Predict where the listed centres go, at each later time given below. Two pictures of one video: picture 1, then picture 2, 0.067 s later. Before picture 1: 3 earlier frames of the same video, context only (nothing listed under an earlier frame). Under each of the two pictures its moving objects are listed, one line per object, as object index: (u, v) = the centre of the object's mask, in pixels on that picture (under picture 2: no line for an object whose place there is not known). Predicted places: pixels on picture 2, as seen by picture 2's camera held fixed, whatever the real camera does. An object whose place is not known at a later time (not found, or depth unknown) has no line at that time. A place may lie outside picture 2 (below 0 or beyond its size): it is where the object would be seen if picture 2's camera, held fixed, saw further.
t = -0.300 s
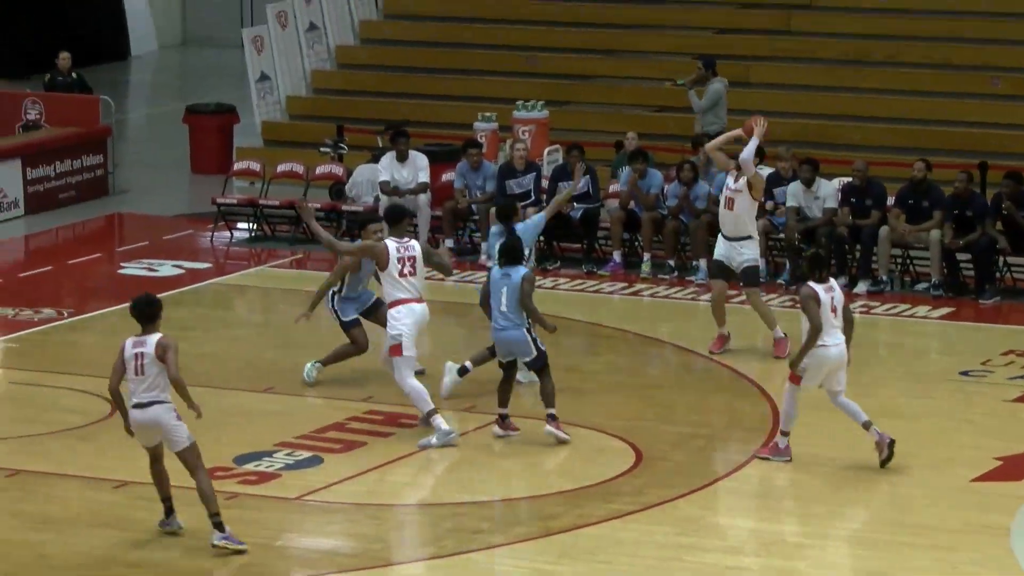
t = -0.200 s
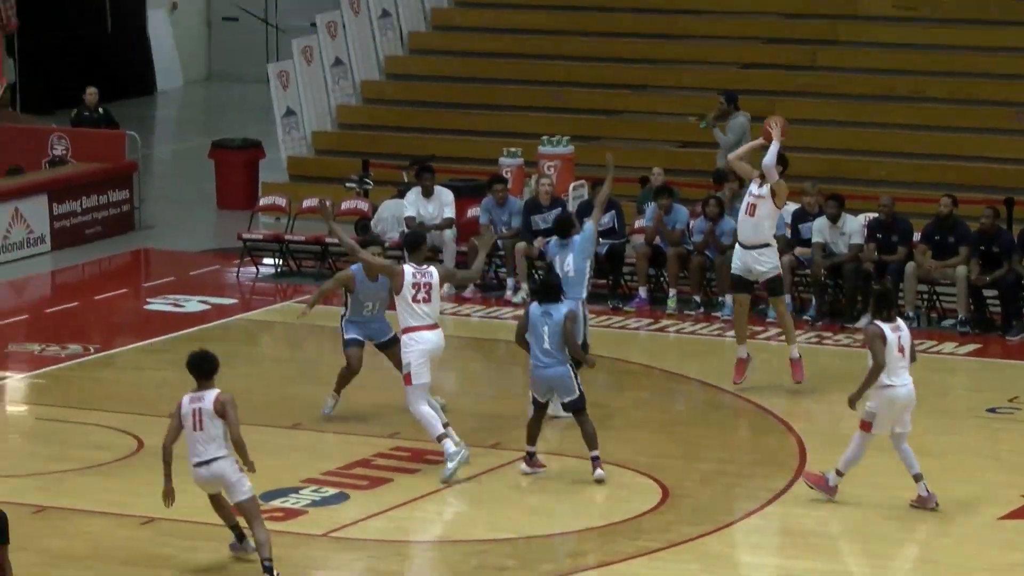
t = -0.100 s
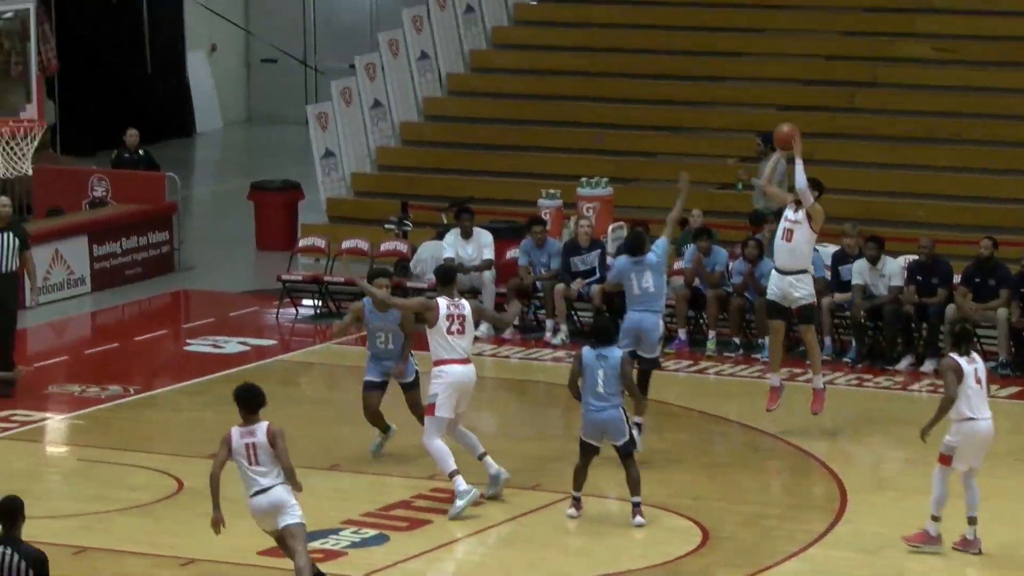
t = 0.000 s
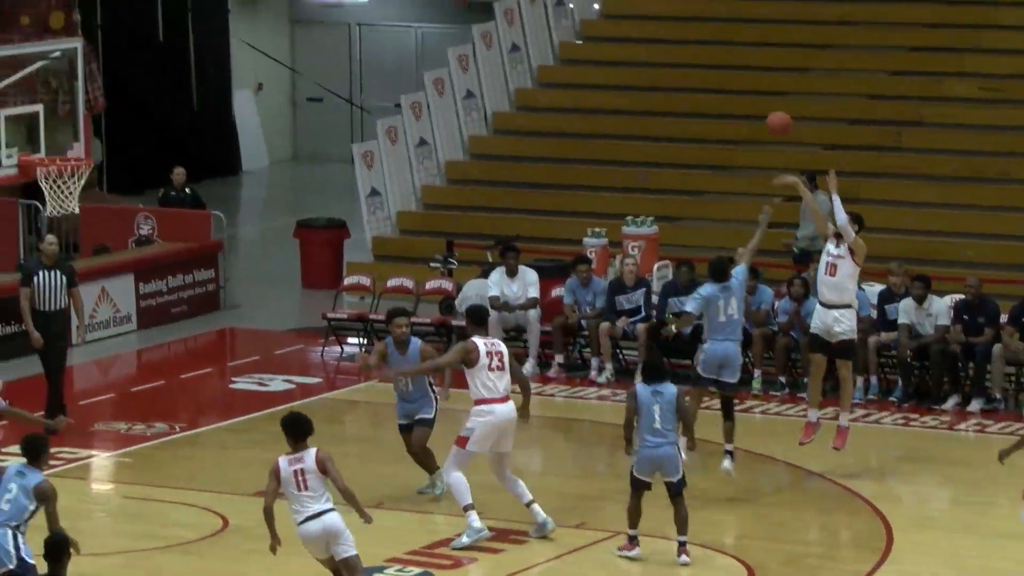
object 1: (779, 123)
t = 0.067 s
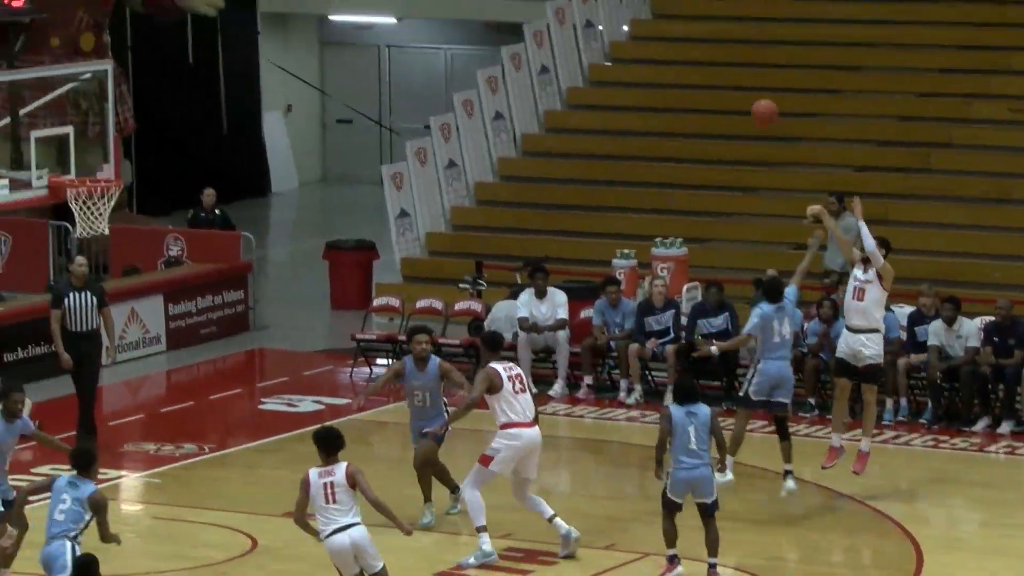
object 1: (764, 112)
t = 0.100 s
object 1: (743, 97)
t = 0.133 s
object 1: (722, 82)
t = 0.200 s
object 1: (681, 57)
